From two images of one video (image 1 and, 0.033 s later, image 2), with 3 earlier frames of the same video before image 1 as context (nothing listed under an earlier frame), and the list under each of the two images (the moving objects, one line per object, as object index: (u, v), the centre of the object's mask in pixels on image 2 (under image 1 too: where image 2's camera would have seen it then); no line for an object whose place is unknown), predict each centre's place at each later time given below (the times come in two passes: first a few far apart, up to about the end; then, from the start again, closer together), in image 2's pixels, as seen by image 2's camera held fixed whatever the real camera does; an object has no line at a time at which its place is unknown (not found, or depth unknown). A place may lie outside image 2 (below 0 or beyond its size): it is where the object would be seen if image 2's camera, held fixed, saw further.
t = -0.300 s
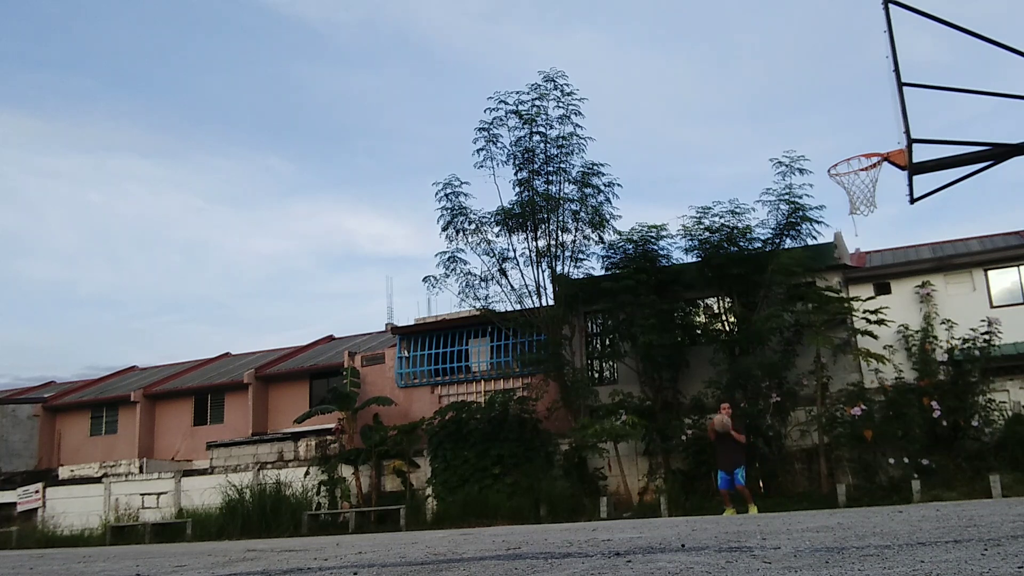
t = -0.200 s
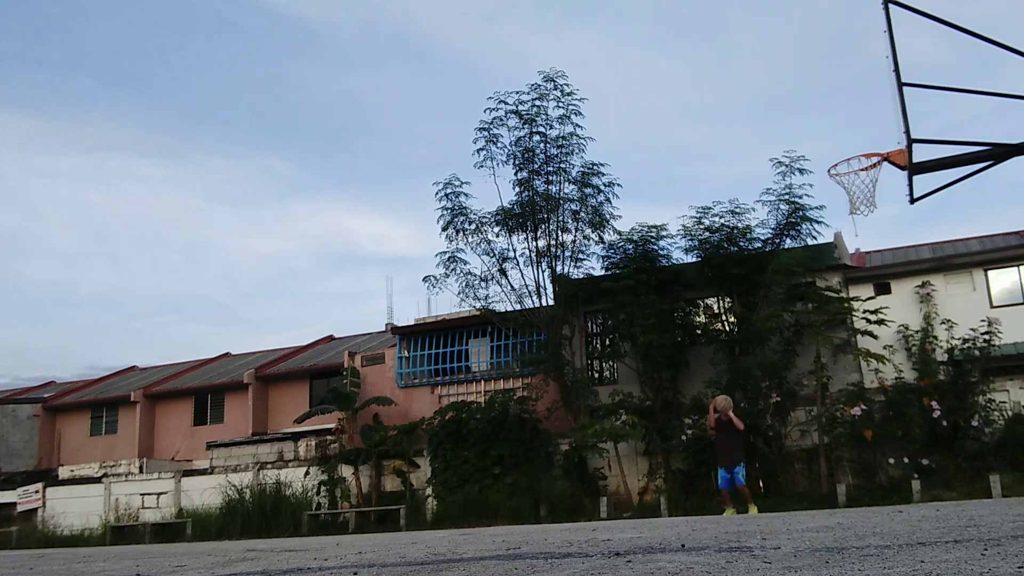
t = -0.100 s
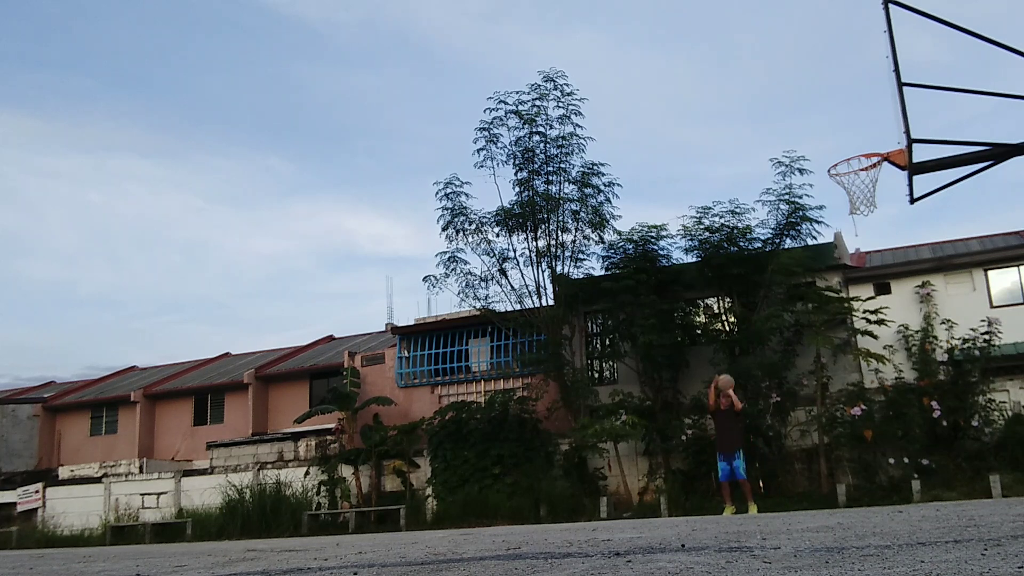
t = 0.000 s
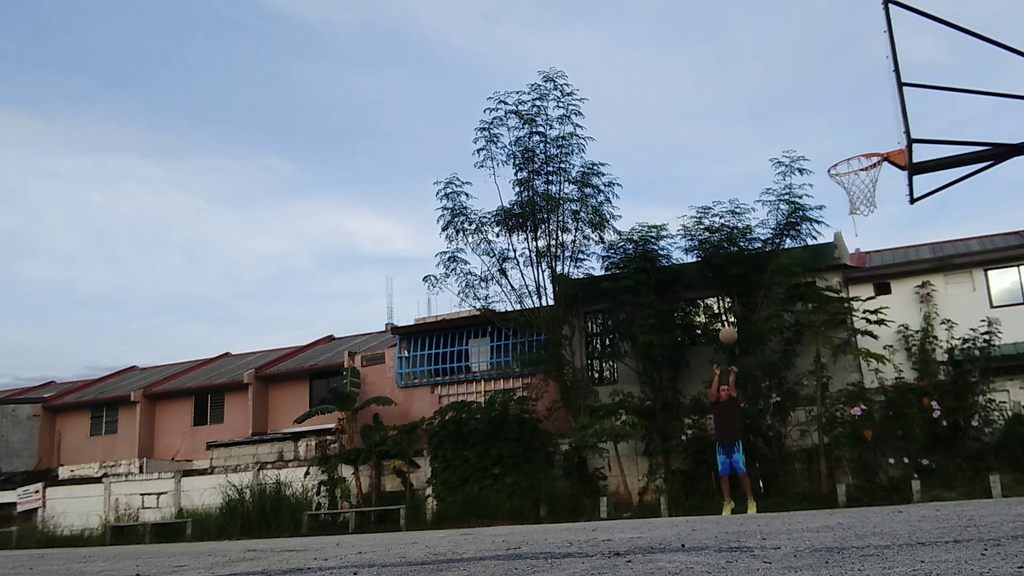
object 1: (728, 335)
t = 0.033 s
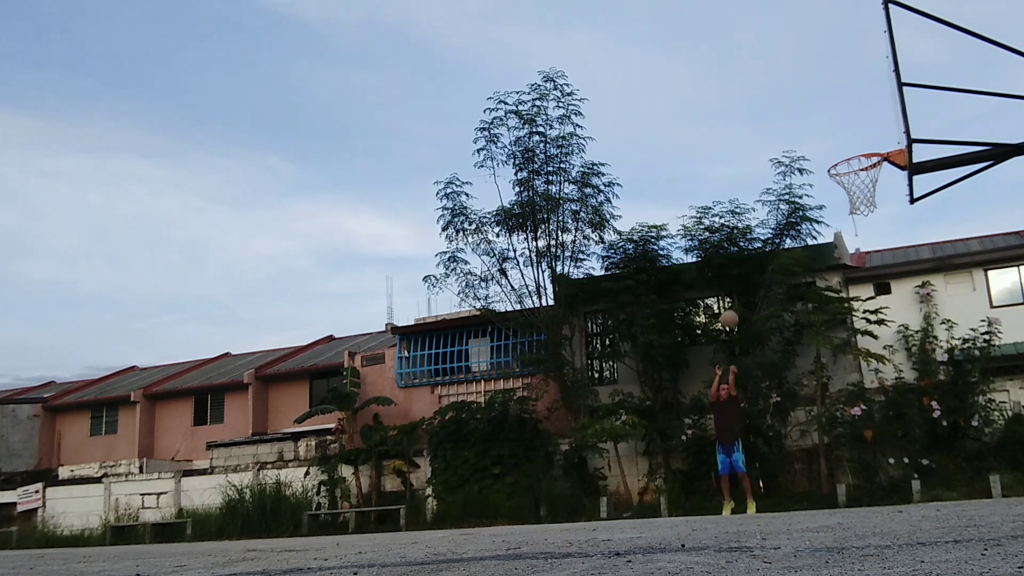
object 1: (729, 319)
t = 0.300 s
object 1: (742, 212)
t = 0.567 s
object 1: (764, 142)
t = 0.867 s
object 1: (804, 121)
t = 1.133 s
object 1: (856, 161)
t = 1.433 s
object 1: (856, 232)
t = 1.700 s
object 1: (870, 351)
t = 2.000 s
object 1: (884, 445)
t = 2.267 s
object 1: (884, 363)
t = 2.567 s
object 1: (897, 364)
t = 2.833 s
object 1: (923, 451)
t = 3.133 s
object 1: (924, 425)
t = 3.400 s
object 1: (924, 417)
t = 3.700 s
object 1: (937, 483)
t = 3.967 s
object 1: (934, 444)
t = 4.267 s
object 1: (944, 488)
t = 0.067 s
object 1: (730, 303)
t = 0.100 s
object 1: (731, 289)
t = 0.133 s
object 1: (733, 275)
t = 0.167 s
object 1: (734, 261)
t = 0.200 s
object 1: (736, 248)
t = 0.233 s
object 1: (738, 235)
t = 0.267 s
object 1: (740, 223)
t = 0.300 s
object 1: (742, 212)
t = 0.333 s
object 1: (744, 201)
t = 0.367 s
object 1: (746, 190)
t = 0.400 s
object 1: (749, 181)
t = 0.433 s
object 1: (751, 172)
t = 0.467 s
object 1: (754, 163)
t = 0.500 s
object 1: (757, 156)
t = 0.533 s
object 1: (761, 149)
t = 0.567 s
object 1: (764, 142)
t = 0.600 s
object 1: (768, 137)
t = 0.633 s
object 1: (771, 132)
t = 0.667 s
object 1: (775, 128)
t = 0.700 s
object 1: (779, 124)
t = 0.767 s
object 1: (789, 120)
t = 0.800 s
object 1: (793, 120)
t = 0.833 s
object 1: (799, 120)
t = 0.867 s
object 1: (804, 121)
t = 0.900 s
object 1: (810, 124)
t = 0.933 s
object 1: (816, 127)
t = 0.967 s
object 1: (822, 132)
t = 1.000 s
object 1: (829, 138)
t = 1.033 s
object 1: (837, 145)
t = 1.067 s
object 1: (843, 152)
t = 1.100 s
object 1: (851, 160)
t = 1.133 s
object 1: (856, 161)
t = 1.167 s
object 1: (862, 165)
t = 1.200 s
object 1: (861, 171)
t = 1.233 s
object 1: (859, 181)
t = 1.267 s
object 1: (856, 191)
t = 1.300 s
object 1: (856, 200)
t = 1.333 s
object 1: (855, 207)
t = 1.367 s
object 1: (854, 215)
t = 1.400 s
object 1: (855, 223)
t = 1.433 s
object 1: (856, 232)
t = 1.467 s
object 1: (857, 243)
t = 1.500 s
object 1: (859, 254)
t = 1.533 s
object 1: (860, 267)
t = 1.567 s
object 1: (861, 281)
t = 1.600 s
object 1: (863, 296)
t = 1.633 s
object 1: (865, 313)
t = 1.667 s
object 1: (867, 331)
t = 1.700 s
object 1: (870, 351)
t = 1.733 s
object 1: (873, 372)
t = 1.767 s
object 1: (875, 394)
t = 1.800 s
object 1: (878, 416)
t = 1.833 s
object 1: (881, 441)
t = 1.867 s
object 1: (884, 468)
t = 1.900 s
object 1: (887, 493)
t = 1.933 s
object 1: (886, 479)
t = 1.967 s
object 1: (885, 462)
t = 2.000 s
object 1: (884, 445)
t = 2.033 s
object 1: (883, 430)
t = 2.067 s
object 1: (882, 417)
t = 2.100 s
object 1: (882, 405)
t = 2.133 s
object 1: (882, 394)
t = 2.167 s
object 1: (882, 385)
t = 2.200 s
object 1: (882, 377)
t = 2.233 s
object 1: (883, 369)
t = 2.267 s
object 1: (884, 363)
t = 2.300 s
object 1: (884, 359)
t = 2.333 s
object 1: (885, 356)
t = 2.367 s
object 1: (886, 354)
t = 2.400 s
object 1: (887, 352)
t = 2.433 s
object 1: (889, 352)
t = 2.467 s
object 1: (890, 354)
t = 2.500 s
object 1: (893, 356)
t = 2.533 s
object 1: (895, 359)
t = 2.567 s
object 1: (897, 364)
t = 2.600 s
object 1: (900, 371)
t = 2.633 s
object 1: (902, 378)
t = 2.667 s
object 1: (905, 387)
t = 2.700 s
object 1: (908, 396)
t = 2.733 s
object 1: (912, 408)
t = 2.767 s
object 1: (915, 421)
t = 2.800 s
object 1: (919, 435)
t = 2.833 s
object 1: (923, 451)
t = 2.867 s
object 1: (927, 467)
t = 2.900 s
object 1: (931, 486)
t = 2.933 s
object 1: (932, 485)
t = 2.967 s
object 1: (930, 471)
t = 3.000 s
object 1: (928, 460)
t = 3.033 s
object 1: (927, 449)
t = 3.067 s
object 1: (926, 440)
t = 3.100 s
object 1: (925, 432)
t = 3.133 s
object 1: (924, 425)
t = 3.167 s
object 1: (923, 420)
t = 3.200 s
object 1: (923, 416)
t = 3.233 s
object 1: (923, 413)
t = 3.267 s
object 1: (923, 411)
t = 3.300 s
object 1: (923, 411)
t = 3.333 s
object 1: (924, 411)
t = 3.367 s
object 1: (924, 413)
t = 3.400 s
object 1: (924, 417)
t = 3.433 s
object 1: (926, 421)
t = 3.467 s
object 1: (927, 427)
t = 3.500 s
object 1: (928, 434)
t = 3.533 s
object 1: (930, 443)
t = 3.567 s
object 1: (931, 452)
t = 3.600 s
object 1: (934, 463)
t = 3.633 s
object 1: (935, 475)
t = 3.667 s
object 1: (938, 488)
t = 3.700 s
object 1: (937, 483)
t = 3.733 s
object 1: (936, 474)
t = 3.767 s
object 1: (936, 466)
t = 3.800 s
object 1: (935, 459)
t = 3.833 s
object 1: (934, 454)
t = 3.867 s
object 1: (934, 449)
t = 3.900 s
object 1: (934, 446)
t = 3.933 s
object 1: (934, 444)
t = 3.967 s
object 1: (934, 444)
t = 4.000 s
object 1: (935, 444)
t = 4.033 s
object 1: (935, 446)
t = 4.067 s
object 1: (936, 449)
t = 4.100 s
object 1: (937, 454)
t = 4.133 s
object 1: (938, 459)
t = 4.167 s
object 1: (940, 466)
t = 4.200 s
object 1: (941, 474)
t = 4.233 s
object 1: (943, 483)
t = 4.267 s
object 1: (944, 488)
